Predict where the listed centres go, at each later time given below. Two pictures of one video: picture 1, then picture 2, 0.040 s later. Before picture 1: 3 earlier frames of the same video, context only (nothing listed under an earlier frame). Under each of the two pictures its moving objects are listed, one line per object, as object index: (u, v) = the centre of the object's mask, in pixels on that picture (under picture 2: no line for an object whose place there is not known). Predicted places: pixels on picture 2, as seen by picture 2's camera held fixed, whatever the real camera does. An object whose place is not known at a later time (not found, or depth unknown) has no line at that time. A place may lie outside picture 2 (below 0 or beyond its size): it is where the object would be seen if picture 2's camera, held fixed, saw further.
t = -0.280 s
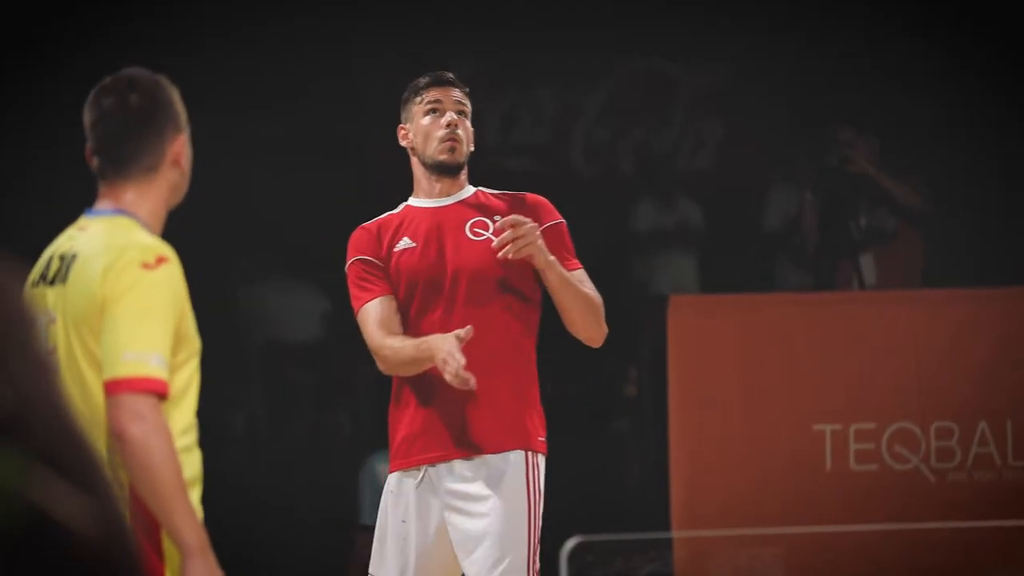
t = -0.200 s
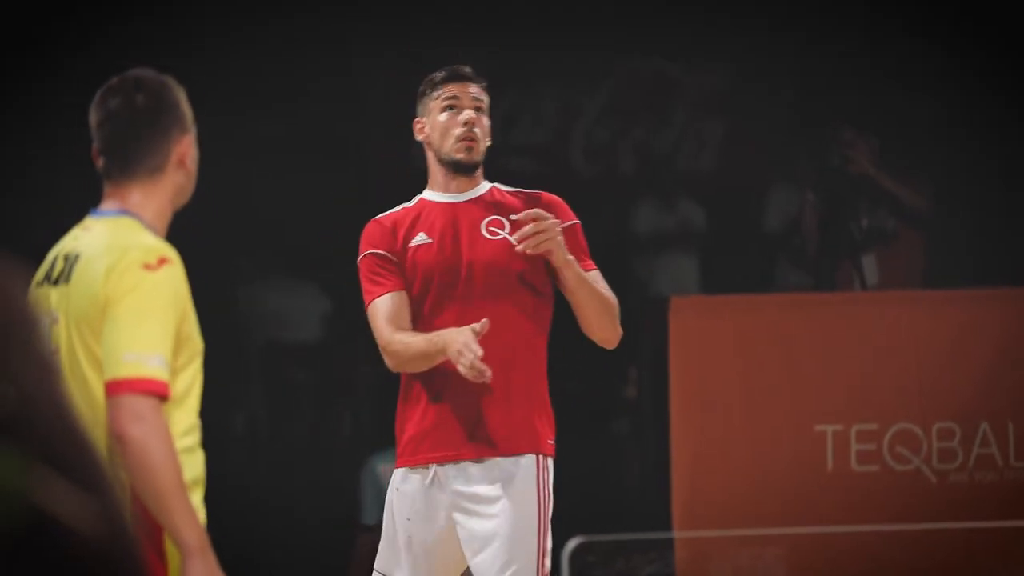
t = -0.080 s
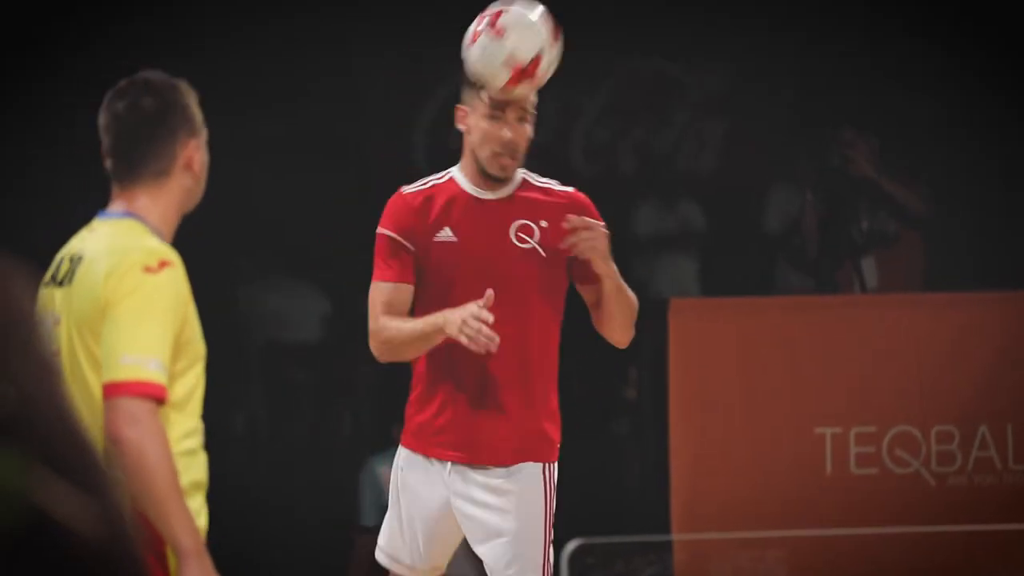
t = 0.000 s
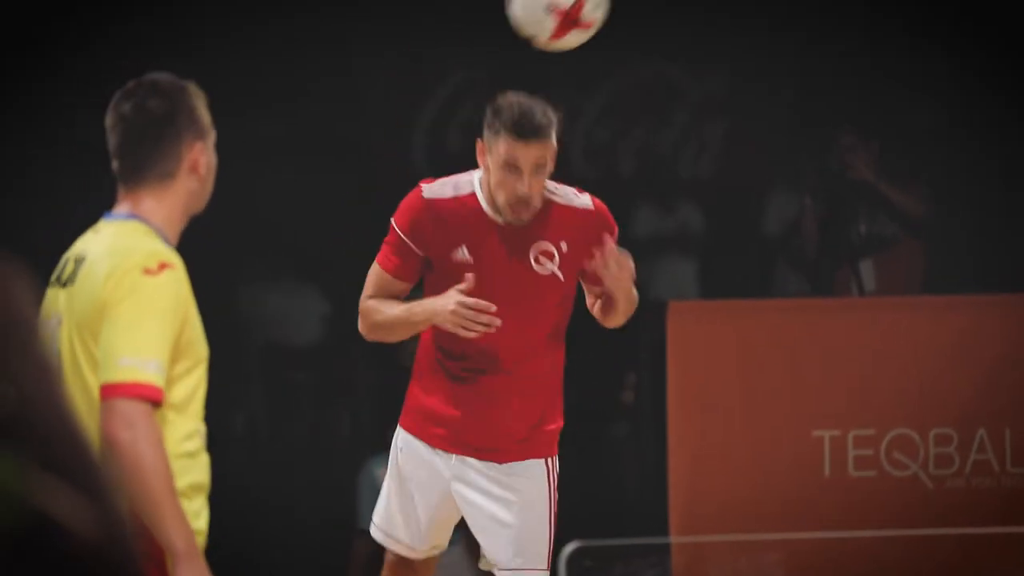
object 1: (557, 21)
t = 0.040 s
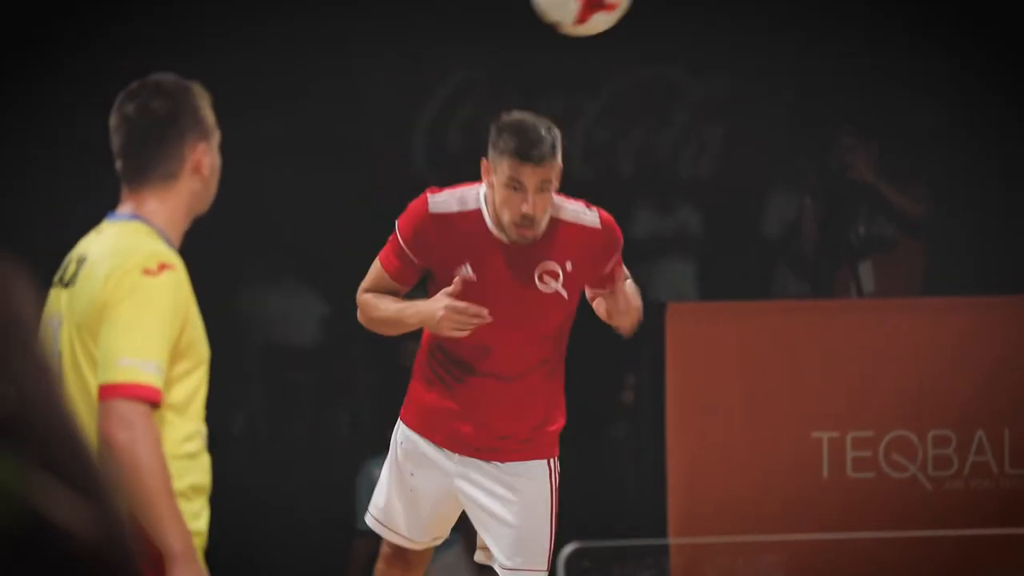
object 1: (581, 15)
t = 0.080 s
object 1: (608, 10)
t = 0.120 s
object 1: (636, 9)
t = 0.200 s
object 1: (693, 17)
